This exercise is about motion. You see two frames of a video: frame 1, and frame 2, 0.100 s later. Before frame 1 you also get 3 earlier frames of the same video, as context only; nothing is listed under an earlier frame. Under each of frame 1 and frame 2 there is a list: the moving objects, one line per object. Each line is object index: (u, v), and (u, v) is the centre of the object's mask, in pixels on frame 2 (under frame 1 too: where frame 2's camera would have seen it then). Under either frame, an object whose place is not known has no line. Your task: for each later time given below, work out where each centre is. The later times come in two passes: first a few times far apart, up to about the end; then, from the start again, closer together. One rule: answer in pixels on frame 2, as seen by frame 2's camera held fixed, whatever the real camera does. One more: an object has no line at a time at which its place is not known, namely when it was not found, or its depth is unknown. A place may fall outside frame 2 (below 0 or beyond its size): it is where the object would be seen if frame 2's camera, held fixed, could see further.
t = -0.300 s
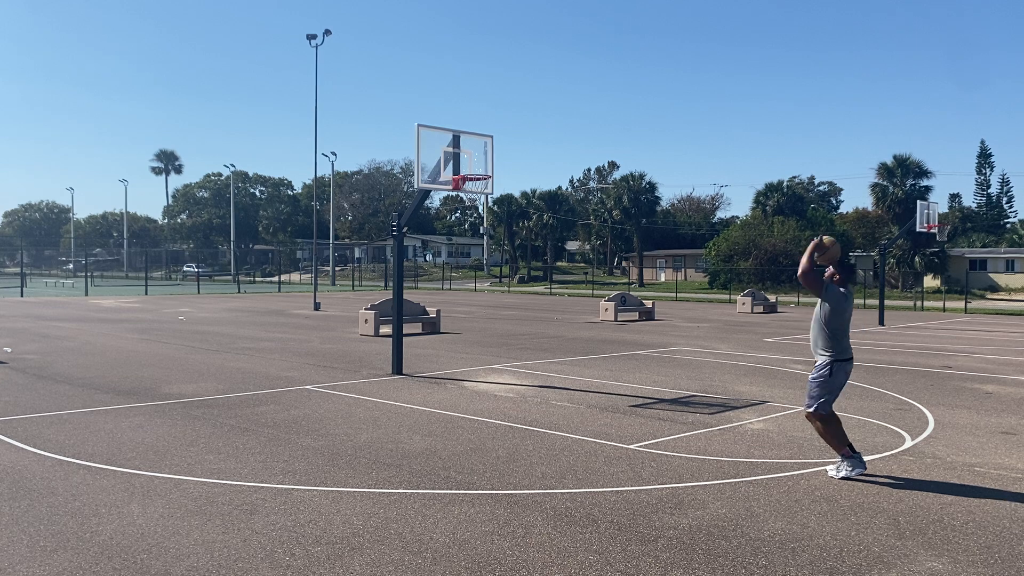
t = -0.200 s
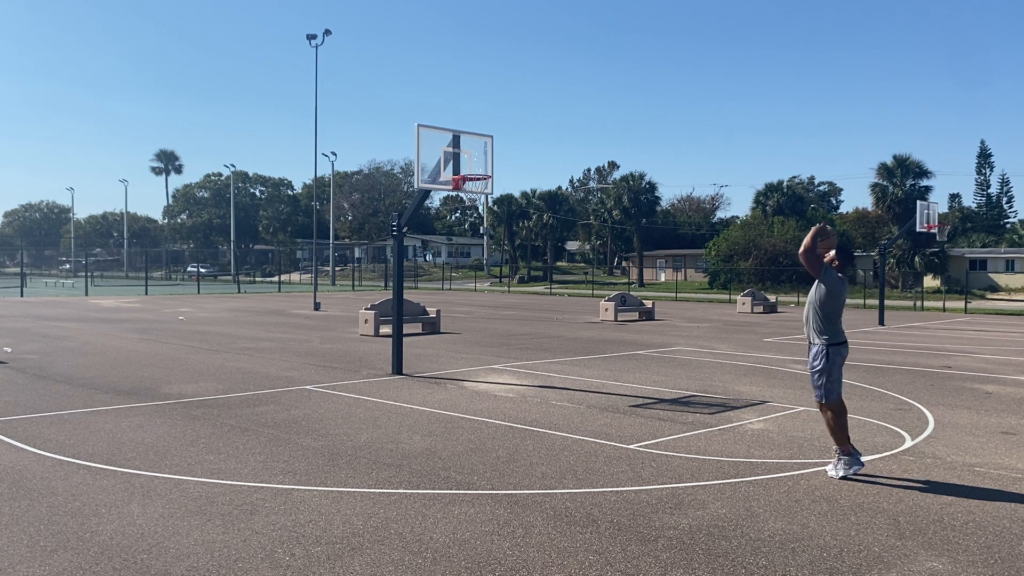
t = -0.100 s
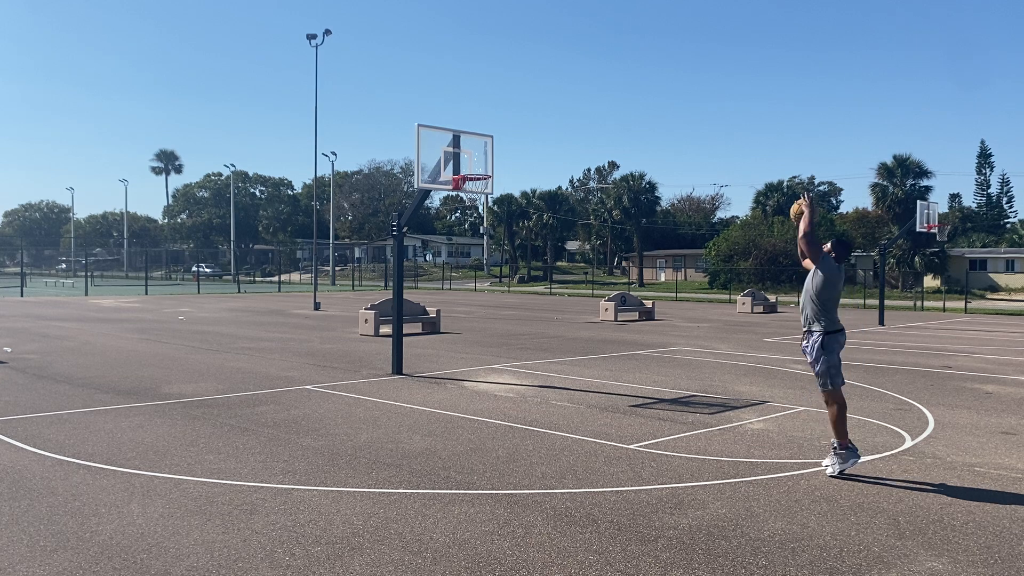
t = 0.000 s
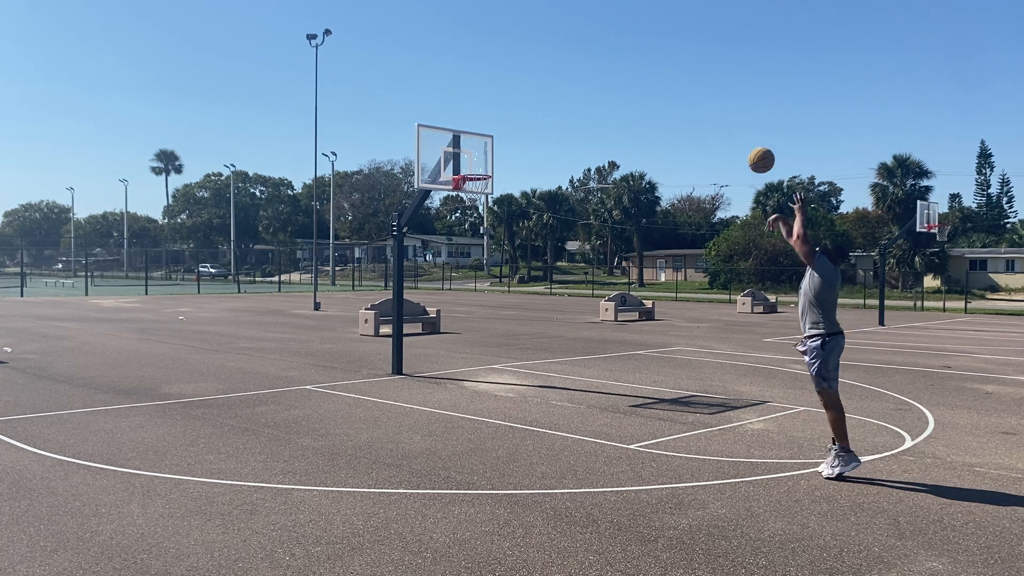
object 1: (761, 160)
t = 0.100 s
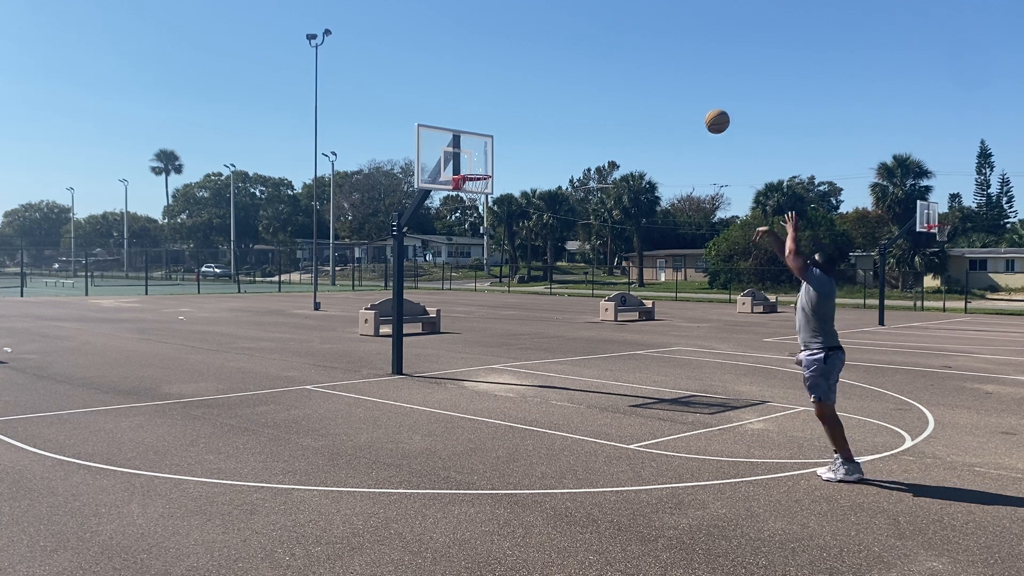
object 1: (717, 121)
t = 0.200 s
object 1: (678, 96)
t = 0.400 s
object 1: (611, 79)
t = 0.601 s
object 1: (555, 95)
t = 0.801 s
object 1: (508, 137)
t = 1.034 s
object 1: (473, 156)
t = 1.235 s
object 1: (480, 149)
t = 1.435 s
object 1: (504, 164)
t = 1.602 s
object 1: (523, 197)
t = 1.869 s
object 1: (554, 292)
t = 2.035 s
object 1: (572, 378)
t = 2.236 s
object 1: (583, 318)
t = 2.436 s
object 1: (590, 265)
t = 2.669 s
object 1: (599, 240)
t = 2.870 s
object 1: (604, 249)
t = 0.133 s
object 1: (704, 112)
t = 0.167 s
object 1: (690, 103)
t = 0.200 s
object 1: (678, 96)
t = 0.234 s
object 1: (666, 91)
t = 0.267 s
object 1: (654, 86)
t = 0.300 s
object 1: (643, 83)
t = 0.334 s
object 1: (632, 80)
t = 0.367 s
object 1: (621, 79)
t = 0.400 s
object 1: (611, 79)
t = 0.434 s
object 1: (601, 79)
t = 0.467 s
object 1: (591, 81)
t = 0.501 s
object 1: (582, 83)
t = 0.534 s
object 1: (572, 87)
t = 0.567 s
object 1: (564, 91)
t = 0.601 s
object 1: (555, 95)
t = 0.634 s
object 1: (546, 101)
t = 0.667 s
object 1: (538, 107)
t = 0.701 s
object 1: (530, 113)
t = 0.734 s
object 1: (523, 121)
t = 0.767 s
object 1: (515, 128)
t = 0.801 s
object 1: (508, 137)
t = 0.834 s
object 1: (500, 146)
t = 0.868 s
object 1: (494, 155)
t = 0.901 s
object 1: (487, 165)
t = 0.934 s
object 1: (483, 166)
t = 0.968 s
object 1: (479, 162)
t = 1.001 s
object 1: (476, 159)
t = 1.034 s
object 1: (473, 156)
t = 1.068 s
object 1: (469, 155)
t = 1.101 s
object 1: (466, 154)
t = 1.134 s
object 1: (468, 152)
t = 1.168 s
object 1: (472, 150)
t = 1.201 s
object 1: (476, 150)
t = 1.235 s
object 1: (480, 149)
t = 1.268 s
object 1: (484, 150)
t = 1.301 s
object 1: (488, 151)
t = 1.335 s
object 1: (492, 153)
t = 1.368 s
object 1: (496, 155)
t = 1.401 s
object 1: (500, 159)
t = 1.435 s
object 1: (504, 164)
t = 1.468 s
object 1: (508, 169)
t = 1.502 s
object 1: (512, 174)
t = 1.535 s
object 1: (515, 181)
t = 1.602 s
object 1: (523, 197)
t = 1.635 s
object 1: (527, 206)
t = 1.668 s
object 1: (531, 215)
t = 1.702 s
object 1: (535, 227)
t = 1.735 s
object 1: (538, 238)
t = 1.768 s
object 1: (543, 250)
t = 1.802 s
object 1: (547, 263)
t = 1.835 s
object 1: (551, 276)
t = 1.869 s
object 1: (554, 292)
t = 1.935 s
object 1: (562, 323)
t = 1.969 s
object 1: (565, 341)
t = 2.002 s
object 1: (569, 359)
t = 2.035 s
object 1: (572, 378)
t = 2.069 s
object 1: (575, 384)
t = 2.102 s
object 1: (577, 369)
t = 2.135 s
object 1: (578, 355)
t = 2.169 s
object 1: (580, 342)
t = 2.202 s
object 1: (581, 329)
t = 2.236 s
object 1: (583, 318)
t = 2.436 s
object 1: (590, 265)
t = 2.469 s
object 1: (591, 258)
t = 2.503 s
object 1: (592, 254)
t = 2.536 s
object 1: (594, 249)
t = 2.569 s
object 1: (595, 246)
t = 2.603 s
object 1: (596, 243)
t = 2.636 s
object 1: (597, 241)
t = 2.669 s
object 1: (599, 240)
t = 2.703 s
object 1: (599, 239)
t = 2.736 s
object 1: (600, 240)
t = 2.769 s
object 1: (601, 241)
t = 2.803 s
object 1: (602, 243)
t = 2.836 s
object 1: (604, 246)
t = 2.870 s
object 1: (604, 249)
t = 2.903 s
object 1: (605, 254)
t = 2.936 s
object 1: (605, 260)
